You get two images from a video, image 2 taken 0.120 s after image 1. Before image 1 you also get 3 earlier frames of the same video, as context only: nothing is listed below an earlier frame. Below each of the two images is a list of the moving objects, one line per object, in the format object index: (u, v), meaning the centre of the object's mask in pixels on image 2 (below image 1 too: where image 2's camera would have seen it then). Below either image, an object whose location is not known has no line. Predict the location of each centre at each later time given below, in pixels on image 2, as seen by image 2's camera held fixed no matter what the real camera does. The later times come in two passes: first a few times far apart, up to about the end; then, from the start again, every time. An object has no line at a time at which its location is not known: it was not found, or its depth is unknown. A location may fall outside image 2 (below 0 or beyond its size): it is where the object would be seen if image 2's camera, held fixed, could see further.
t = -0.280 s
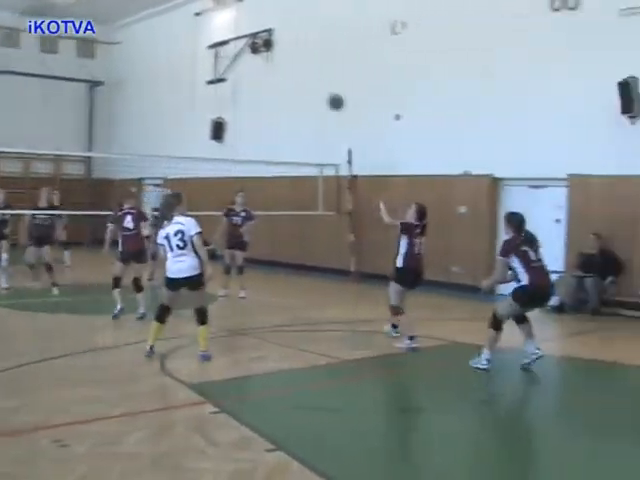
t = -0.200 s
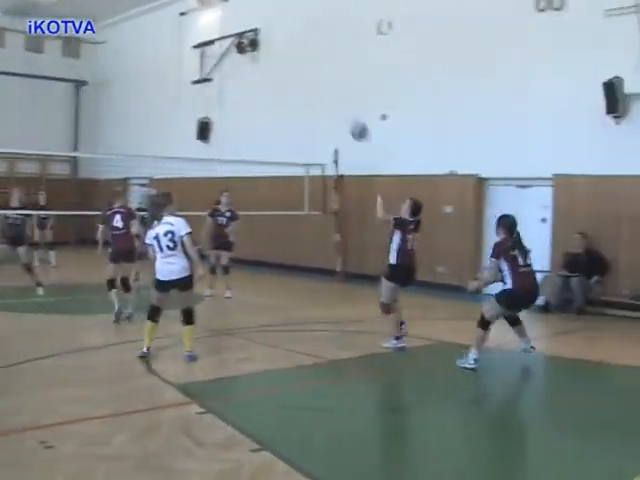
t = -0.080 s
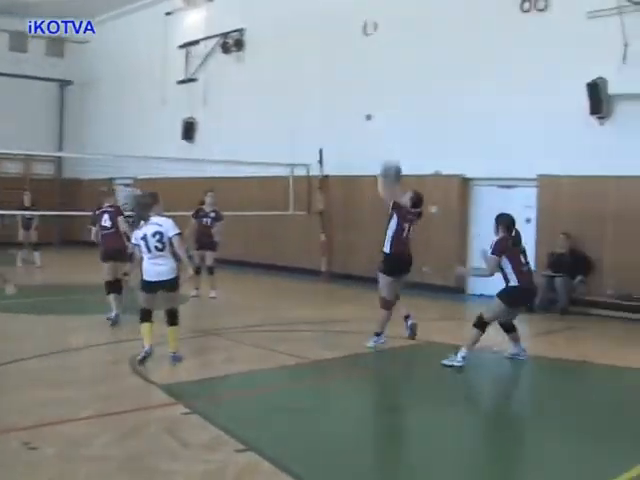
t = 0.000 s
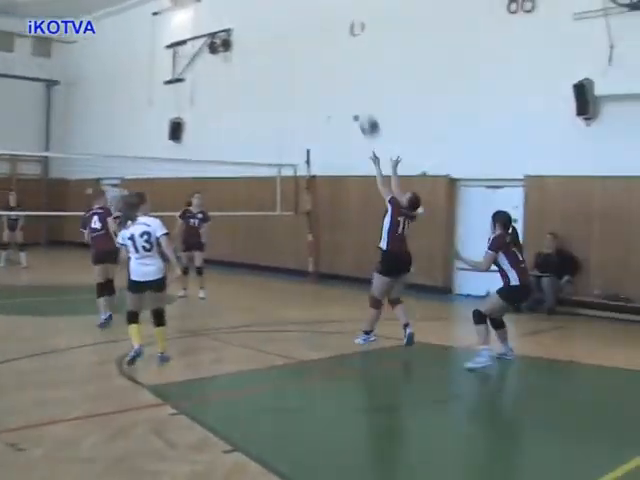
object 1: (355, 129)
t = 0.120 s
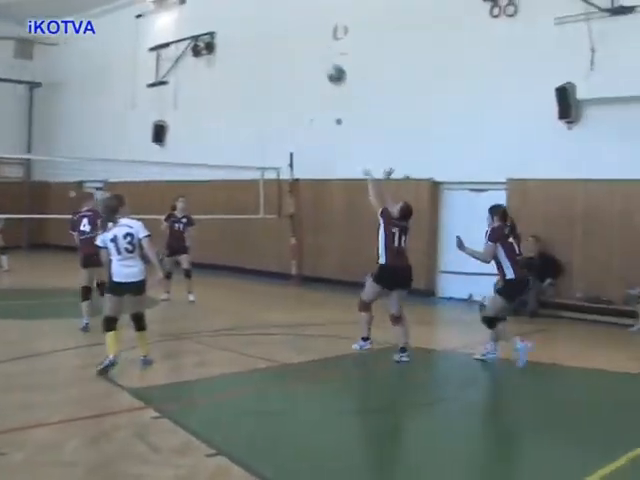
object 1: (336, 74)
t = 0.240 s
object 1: (317, 35)
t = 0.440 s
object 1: (293, 2)
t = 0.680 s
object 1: (266, 6)
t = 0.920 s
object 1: (239, 54)
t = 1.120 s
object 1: (217, 124)
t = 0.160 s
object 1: (330, 60)
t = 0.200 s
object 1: (324, 47)
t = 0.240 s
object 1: (317, 35)
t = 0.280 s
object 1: (311, 26)
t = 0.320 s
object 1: (306, 18)
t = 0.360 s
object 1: (301, 12)
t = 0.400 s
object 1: (297, 6)
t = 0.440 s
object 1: (293, 2)
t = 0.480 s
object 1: (289, 0)
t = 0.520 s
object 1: (284, -1)
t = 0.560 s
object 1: (280, -1)
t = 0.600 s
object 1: (275, 0)
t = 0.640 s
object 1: (271, 3)
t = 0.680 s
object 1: (266, 6)
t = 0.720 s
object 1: (262, 11)
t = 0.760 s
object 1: (257, 17)
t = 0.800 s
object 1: (253, 25)
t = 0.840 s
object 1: (248, 33)
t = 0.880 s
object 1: (244, 43)
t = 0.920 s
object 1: (239, 54)
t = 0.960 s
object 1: (235, 66)
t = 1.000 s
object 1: (230, 79)
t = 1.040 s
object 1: (225, 93)
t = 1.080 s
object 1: (221, 107)
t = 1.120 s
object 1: (217, 124)
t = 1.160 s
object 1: (214, 141)
